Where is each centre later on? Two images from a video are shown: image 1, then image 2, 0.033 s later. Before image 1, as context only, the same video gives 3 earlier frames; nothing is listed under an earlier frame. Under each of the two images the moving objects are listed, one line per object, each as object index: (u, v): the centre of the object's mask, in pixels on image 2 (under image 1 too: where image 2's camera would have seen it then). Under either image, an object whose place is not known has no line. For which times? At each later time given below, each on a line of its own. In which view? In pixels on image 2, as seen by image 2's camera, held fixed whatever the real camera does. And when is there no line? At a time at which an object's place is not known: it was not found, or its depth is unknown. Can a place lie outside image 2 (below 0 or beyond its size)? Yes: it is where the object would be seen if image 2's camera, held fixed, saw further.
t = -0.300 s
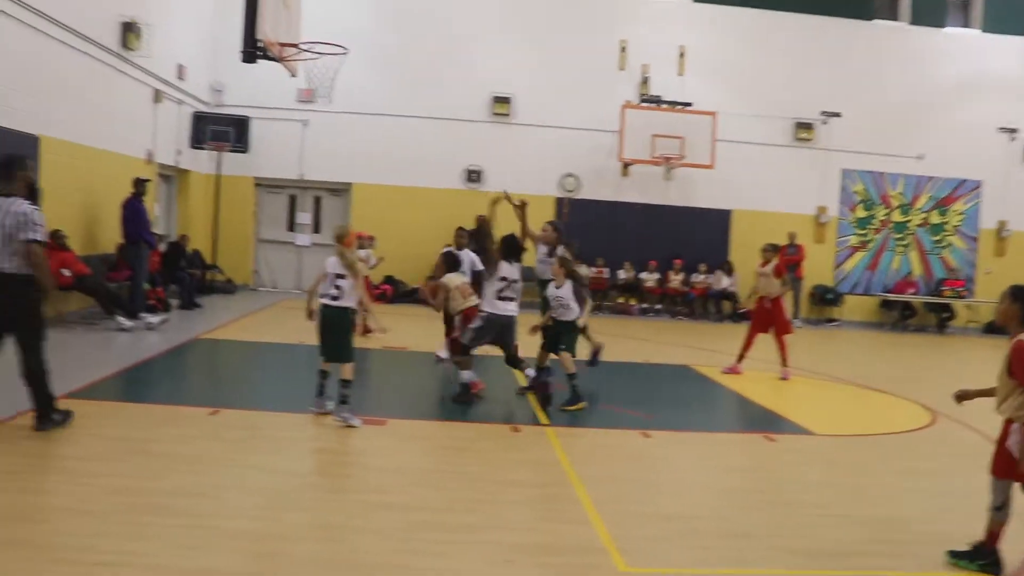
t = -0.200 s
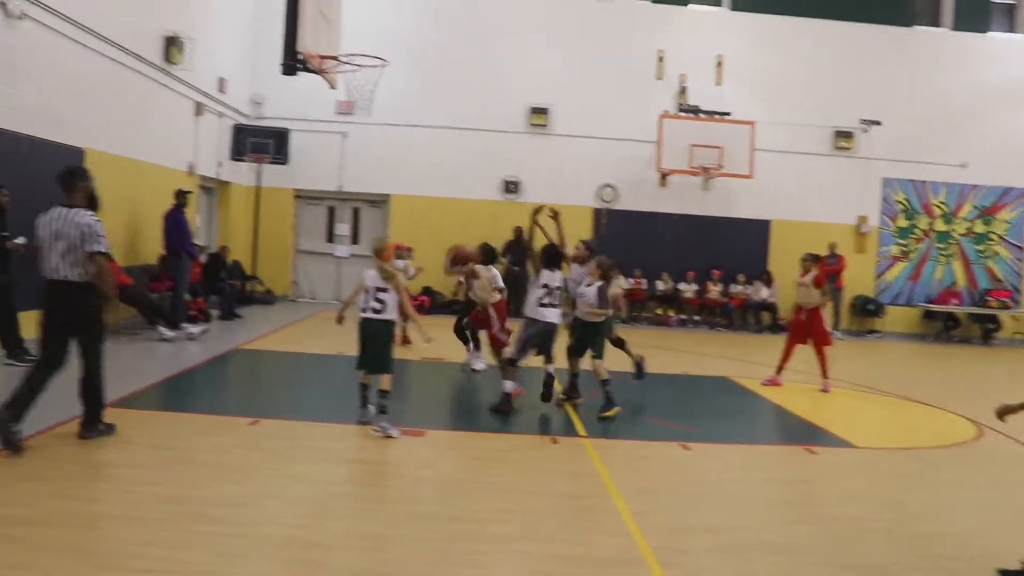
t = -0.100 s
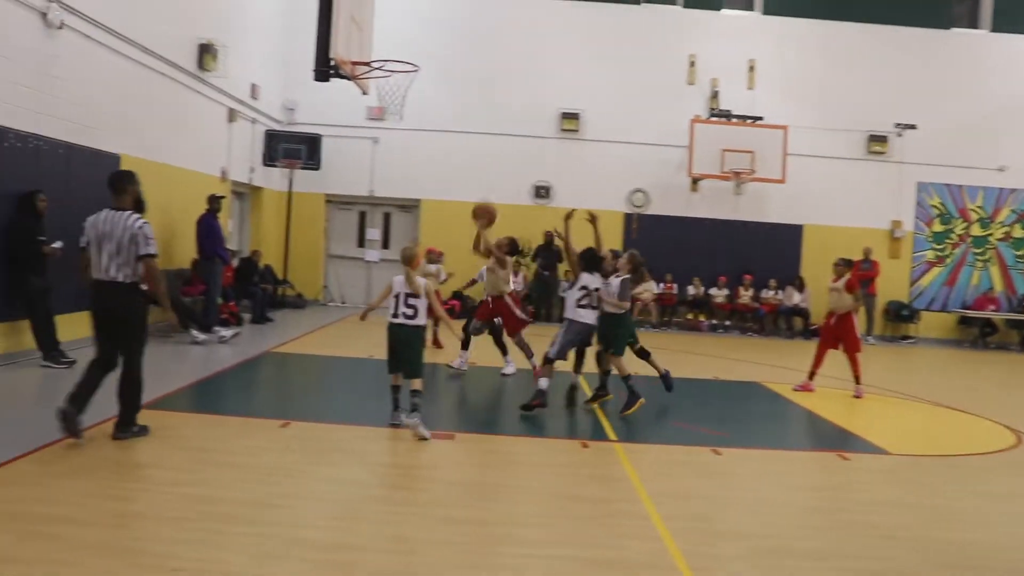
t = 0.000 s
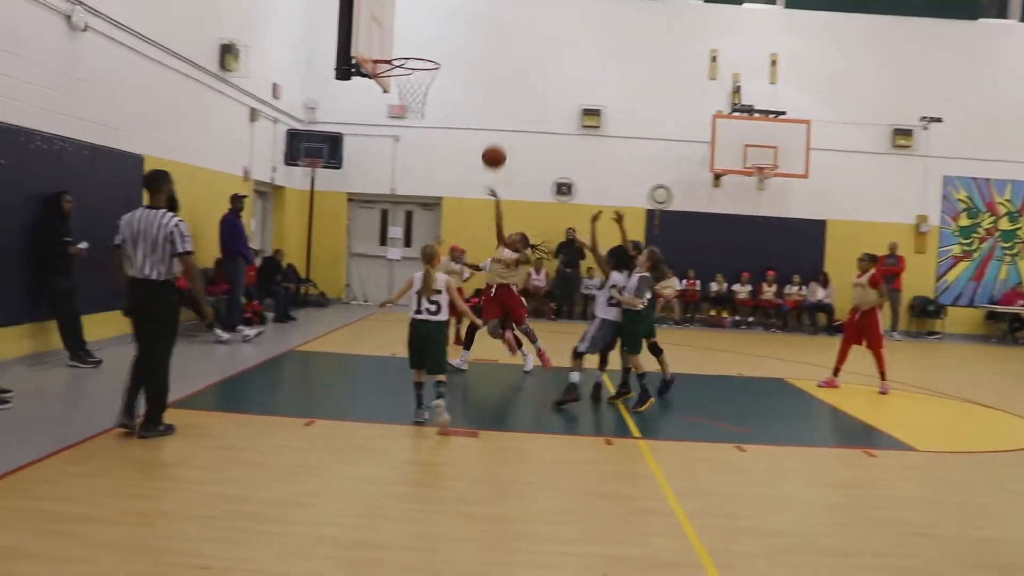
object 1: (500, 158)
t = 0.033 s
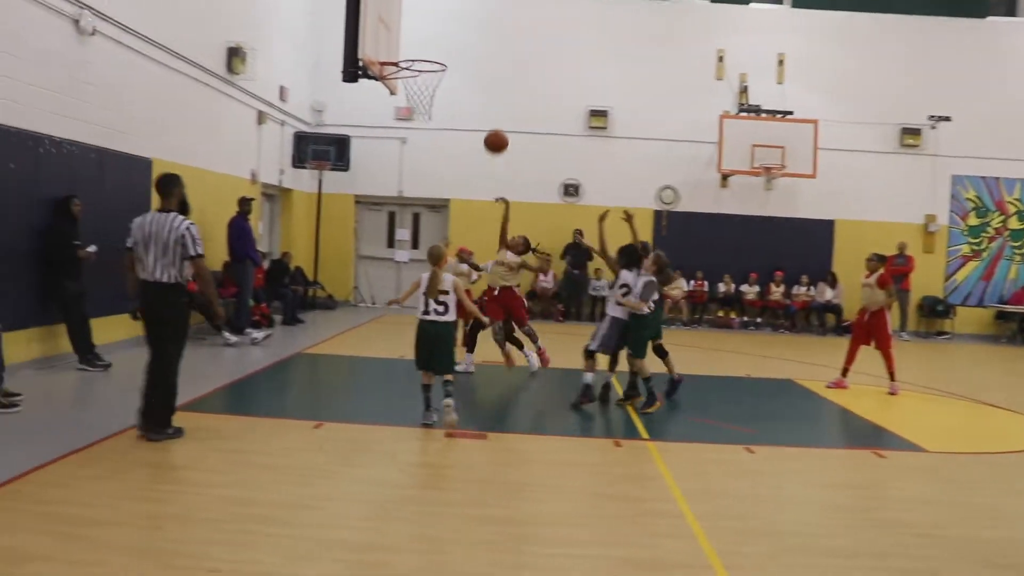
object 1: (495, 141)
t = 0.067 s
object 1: (491, 126)
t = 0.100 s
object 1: (487, 112)
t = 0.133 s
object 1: (482, 100)
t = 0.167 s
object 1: (477, 88)
